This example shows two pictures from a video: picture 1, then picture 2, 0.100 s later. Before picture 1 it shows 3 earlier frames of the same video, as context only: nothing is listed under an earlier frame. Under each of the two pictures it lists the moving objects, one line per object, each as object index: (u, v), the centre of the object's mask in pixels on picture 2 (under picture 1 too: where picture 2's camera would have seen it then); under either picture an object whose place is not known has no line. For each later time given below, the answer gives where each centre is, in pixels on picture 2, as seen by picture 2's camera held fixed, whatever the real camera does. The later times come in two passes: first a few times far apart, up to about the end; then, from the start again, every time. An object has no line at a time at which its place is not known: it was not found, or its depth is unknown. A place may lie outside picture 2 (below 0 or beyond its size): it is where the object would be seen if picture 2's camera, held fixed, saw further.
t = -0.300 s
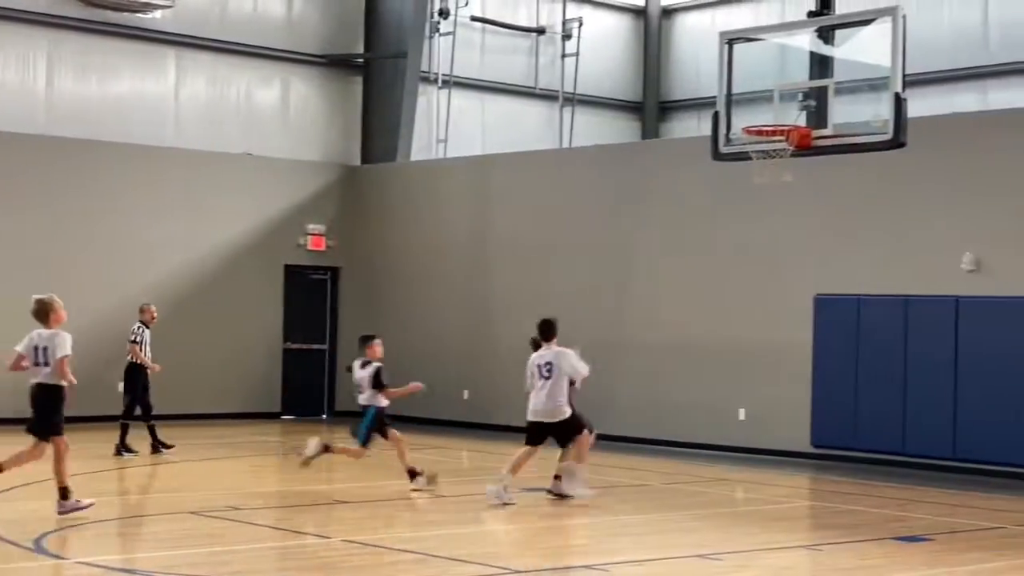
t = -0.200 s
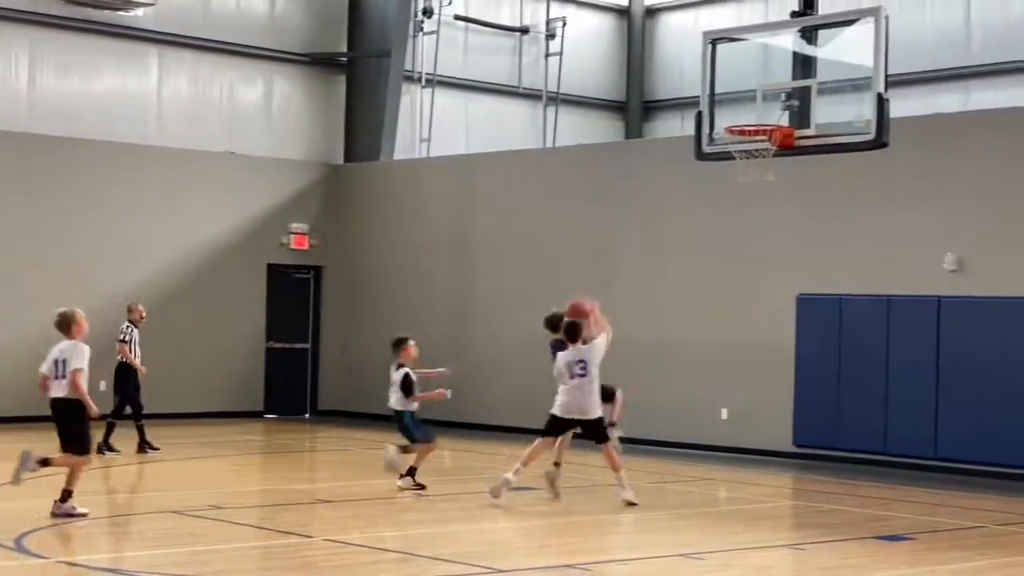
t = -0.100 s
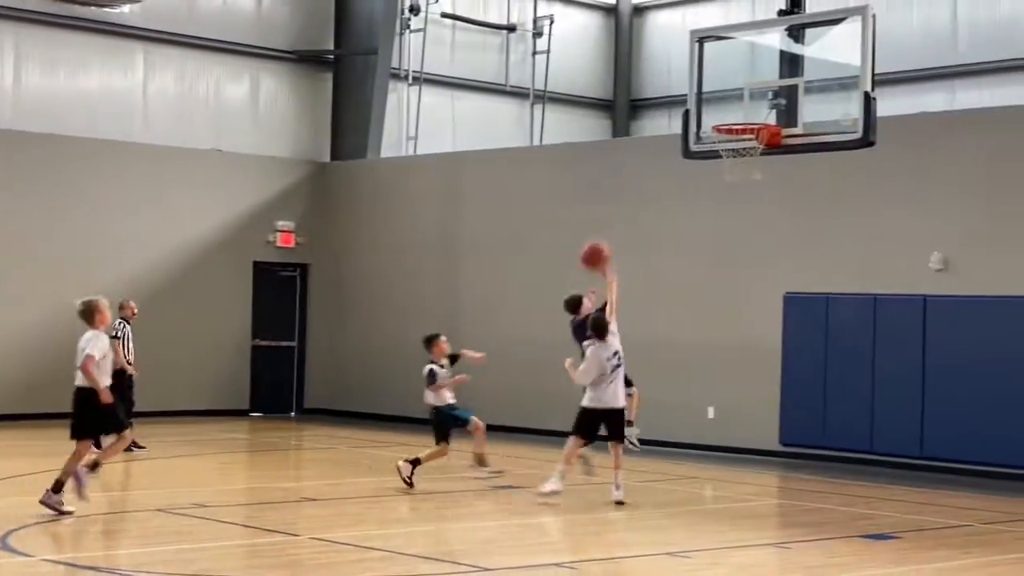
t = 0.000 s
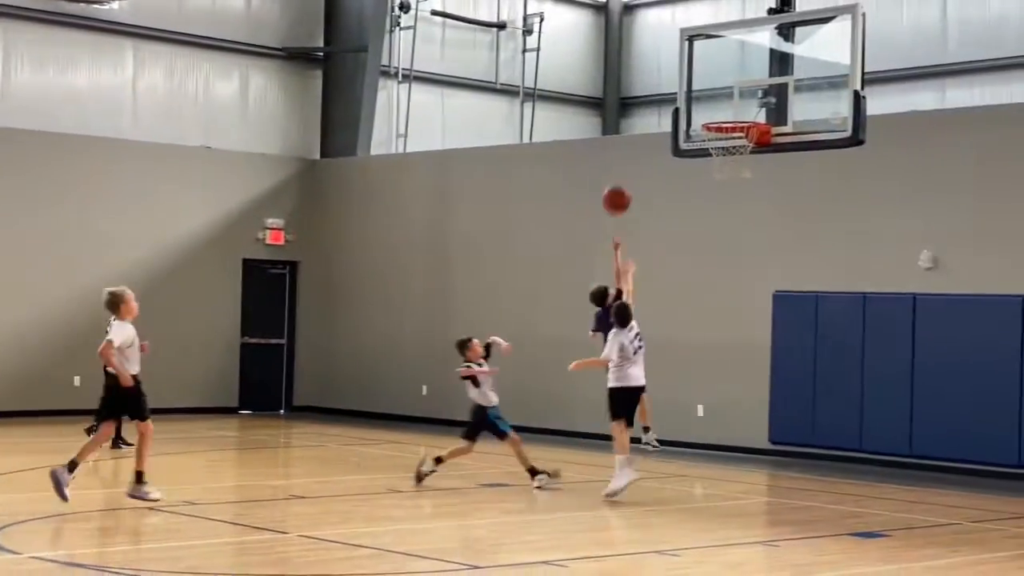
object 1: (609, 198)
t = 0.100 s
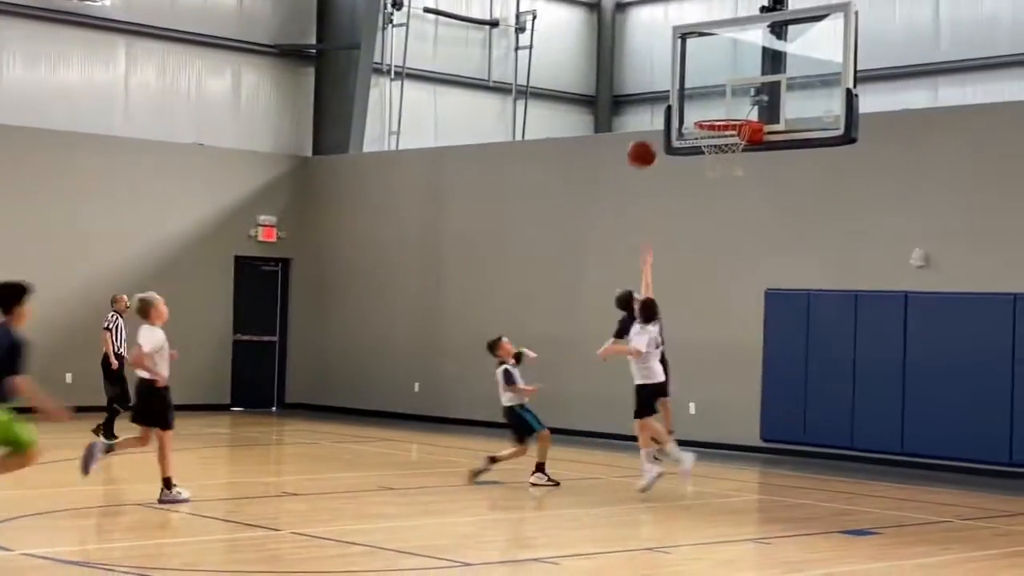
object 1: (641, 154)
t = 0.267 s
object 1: (695, 107)
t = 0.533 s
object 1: (697, 108)
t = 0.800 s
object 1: (681, 114)
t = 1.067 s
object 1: (657, 186)
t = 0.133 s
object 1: (652, 142)
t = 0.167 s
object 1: (662, 131)
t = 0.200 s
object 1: (674, 121)
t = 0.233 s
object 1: (685, 113)
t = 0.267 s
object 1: (695, 107)
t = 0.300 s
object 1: (706, 102)
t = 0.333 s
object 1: (711, 98)
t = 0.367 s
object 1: (709, 98)
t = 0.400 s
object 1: (706, 98)
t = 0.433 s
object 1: (704, 100)
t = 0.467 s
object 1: (702, 103)
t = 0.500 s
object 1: (699, 107)
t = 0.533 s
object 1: (697, 108)
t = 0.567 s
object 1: (696, 105)
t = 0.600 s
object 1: (693, 104)
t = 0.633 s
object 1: (692, 103)
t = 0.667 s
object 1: (691, 104)
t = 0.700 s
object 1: (688, 105)
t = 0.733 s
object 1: (686, 108)
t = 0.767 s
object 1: (684, 111)
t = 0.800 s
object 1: (681, 114)
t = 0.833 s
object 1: (679, 118)
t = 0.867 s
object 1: (675, 124)
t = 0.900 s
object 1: (672, 131)
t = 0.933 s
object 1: (669, 139)
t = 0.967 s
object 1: (665, 149)
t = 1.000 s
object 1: (663, 160)
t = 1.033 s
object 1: (660, 172)
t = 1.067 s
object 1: (657, 186)
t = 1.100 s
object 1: (653, 201)
